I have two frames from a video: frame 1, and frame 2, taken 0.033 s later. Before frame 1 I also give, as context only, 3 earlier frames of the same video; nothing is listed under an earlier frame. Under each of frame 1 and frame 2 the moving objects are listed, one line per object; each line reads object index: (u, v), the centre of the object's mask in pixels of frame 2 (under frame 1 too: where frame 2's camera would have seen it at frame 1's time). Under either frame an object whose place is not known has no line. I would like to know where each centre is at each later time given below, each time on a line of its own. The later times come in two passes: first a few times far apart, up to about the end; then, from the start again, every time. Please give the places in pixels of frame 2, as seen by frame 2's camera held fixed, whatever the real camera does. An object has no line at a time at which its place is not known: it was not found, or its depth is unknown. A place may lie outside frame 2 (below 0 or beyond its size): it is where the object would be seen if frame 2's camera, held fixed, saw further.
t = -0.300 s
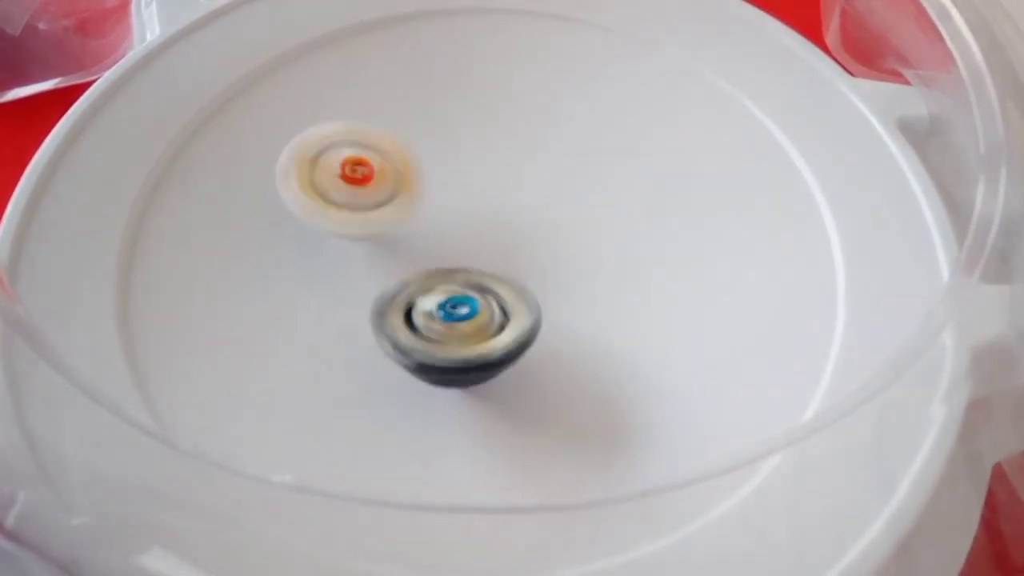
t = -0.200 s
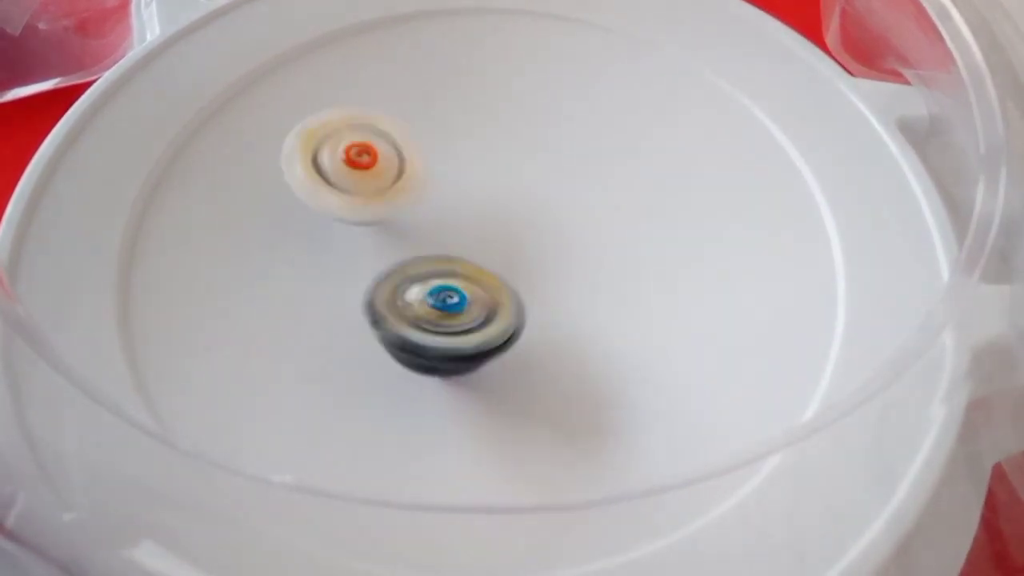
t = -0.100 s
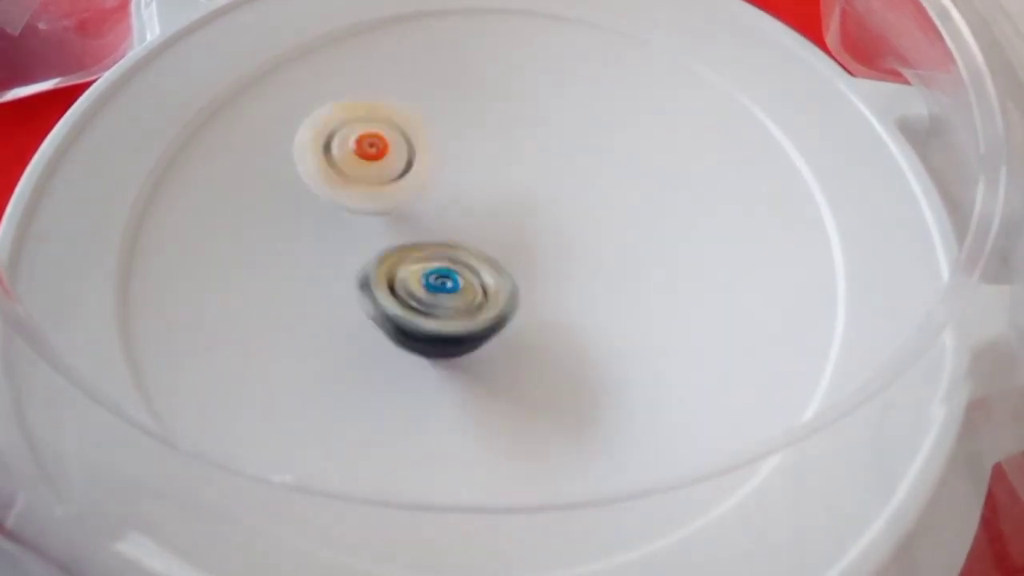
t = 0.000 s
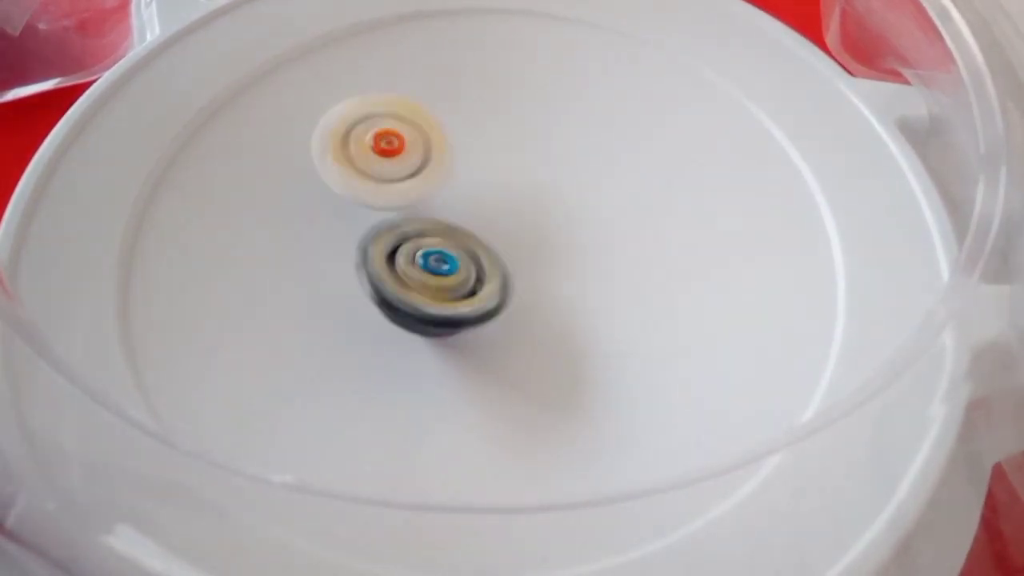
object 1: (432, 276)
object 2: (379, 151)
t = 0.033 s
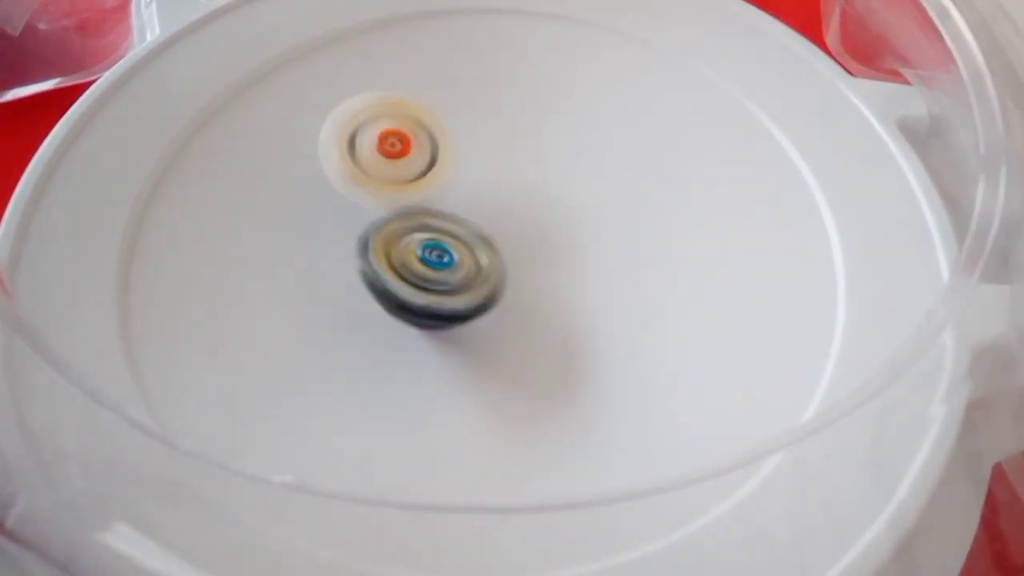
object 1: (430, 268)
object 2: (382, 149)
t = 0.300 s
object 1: (430, 260)
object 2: (443, 103)
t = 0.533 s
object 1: (449, 232)
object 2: (493, 110)
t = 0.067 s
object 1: (431, 277)
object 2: (392, 137)
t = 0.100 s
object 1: (427, 283)
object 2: (403, 124)
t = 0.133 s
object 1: (425, 284)
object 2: (409, 119)
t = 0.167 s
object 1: (420, 284)
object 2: (415, 113)
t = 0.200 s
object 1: (420, 279)
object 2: (423, 109)
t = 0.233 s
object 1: (422, 273)
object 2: (429, 106)
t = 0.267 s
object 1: (425, 268)
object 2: (434, 103)
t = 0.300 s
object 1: (430, 260)
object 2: (443, 103)
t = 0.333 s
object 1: (434, 253)
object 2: (447, 102)
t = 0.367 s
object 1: (439, 247)
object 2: (454, 102)
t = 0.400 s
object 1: (443, 239)
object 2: (462, 104)
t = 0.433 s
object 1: (449, 232)
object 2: (468, 106)
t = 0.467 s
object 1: (454, 228)
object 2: (474, 108)
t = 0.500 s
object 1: (459, 223)
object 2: (481, 112)
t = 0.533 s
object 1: (449, 232)
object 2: (493, 110)
